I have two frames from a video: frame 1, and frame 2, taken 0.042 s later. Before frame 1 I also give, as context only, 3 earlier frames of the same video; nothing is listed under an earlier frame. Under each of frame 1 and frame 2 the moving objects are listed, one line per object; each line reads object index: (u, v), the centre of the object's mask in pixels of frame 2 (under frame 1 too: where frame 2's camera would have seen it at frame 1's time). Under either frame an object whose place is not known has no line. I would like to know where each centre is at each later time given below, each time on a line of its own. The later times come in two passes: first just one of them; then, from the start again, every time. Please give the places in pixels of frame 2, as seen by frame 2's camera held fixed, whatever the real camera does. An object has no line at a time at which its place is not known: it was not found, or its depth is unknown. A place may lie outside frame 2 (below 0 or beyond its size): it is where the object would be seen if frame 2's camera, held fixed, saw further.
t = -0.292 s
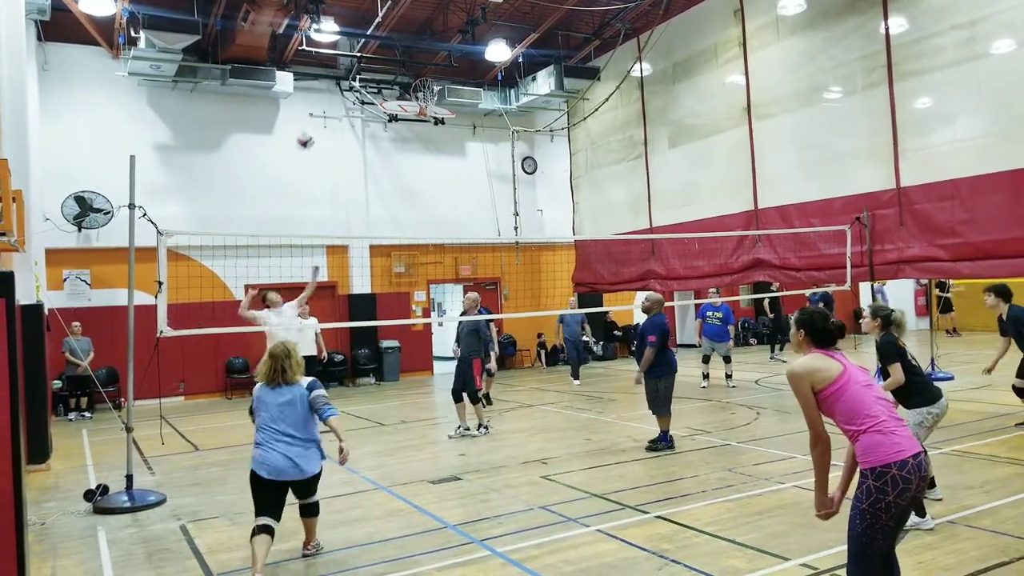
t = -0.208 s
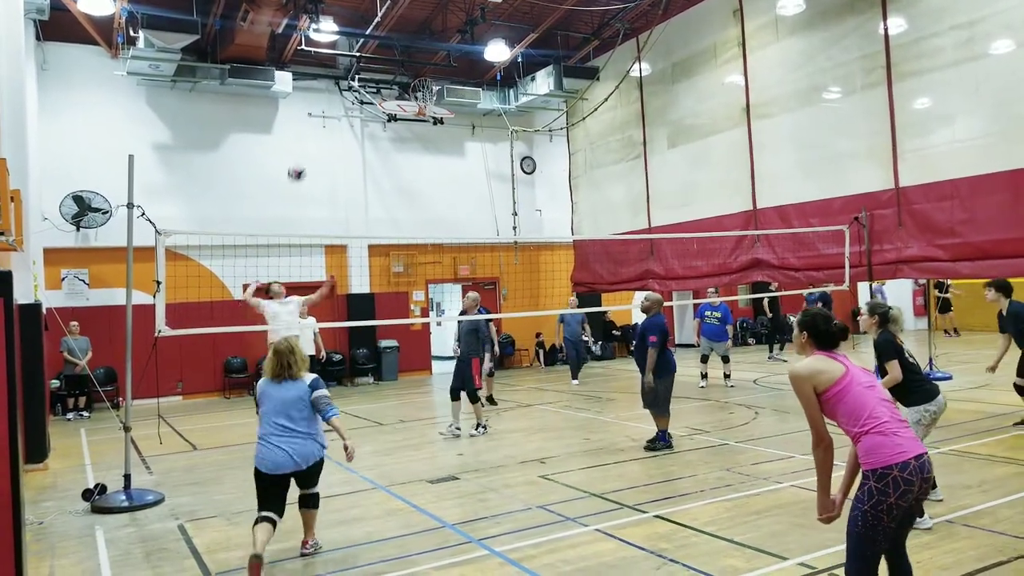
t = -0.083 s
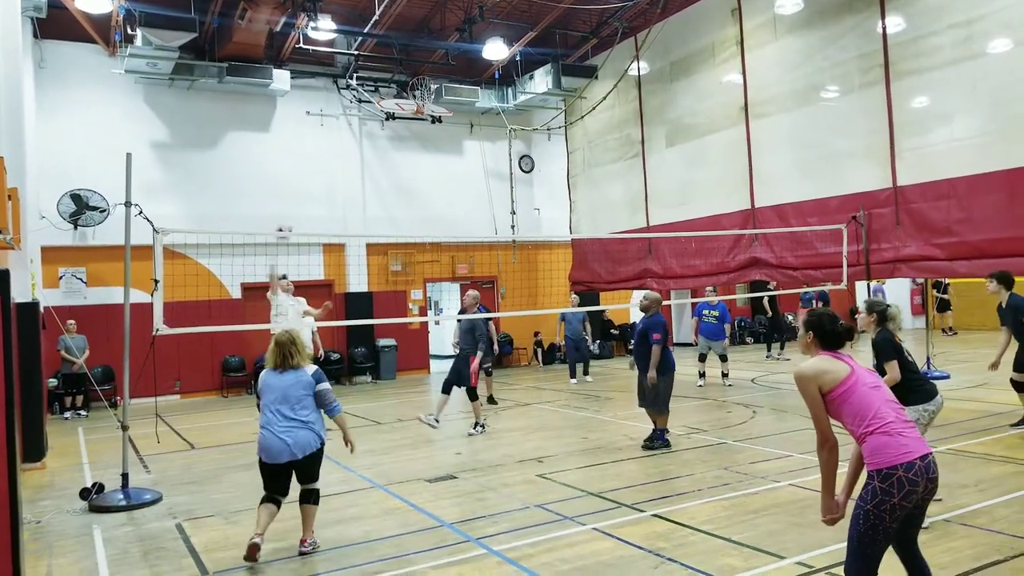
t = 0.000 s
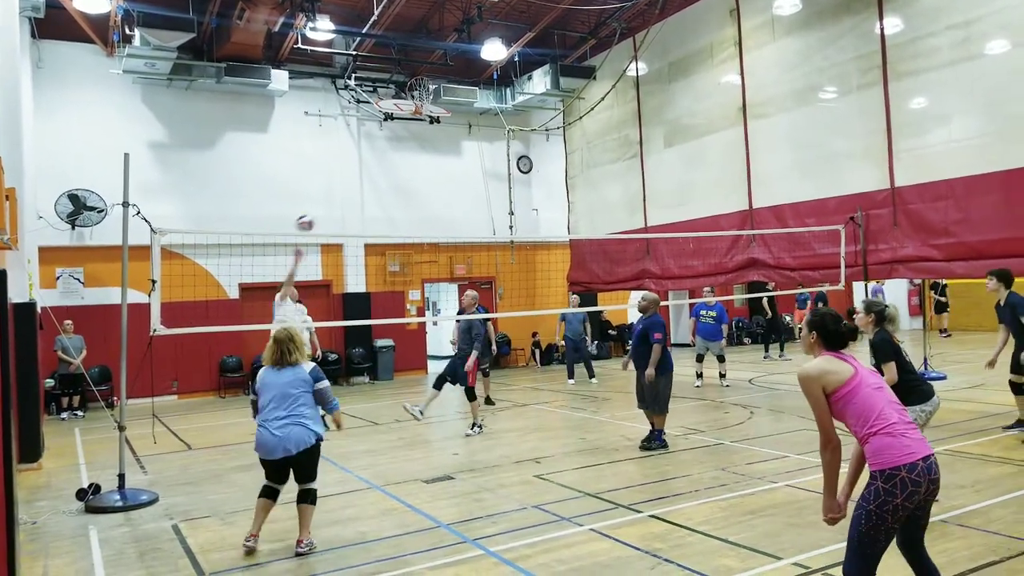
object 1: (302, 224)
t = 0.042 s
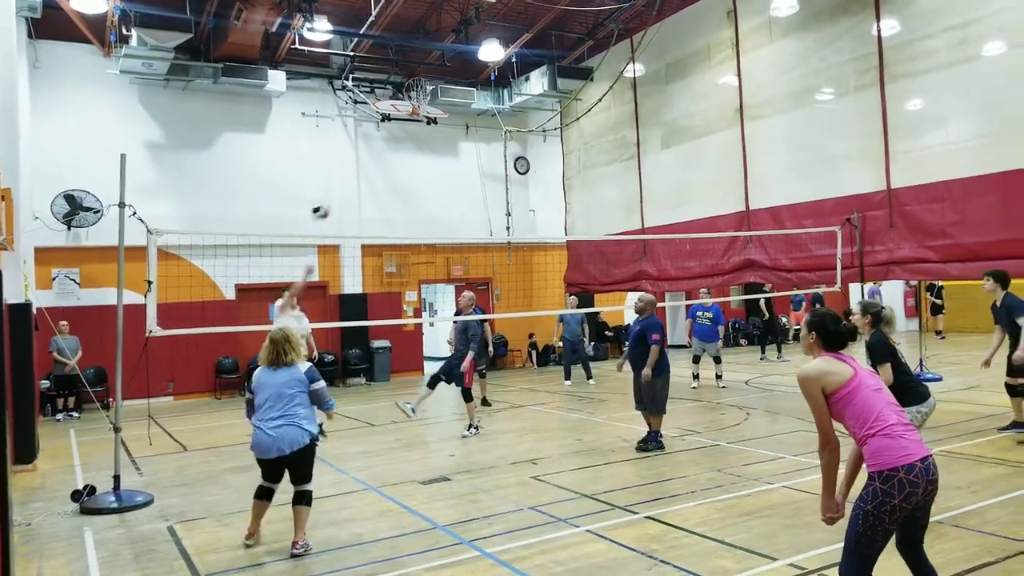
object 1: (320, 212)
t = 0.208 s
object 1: (404, 165)
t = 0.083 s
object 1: (339, 197)
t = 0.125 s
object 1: (358, 186)
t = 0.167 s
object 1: (381, 176)
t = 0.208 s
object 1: (404, 165)
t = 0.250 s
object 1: (428, 156)
